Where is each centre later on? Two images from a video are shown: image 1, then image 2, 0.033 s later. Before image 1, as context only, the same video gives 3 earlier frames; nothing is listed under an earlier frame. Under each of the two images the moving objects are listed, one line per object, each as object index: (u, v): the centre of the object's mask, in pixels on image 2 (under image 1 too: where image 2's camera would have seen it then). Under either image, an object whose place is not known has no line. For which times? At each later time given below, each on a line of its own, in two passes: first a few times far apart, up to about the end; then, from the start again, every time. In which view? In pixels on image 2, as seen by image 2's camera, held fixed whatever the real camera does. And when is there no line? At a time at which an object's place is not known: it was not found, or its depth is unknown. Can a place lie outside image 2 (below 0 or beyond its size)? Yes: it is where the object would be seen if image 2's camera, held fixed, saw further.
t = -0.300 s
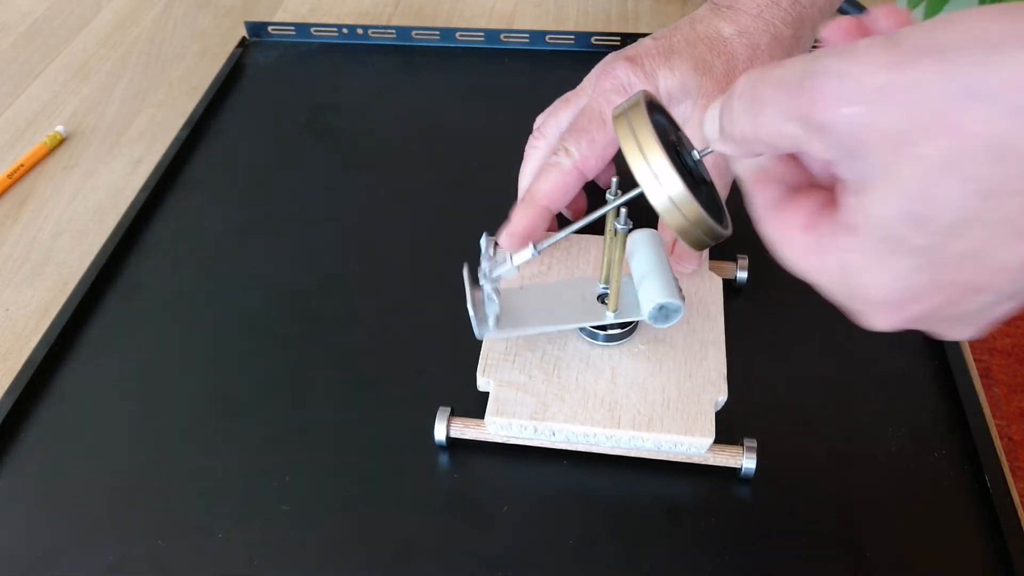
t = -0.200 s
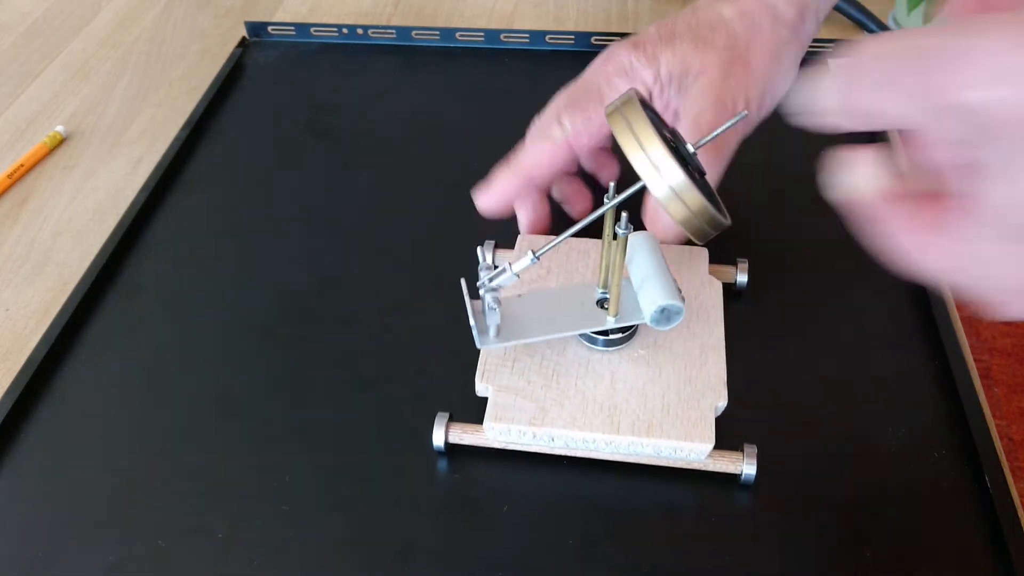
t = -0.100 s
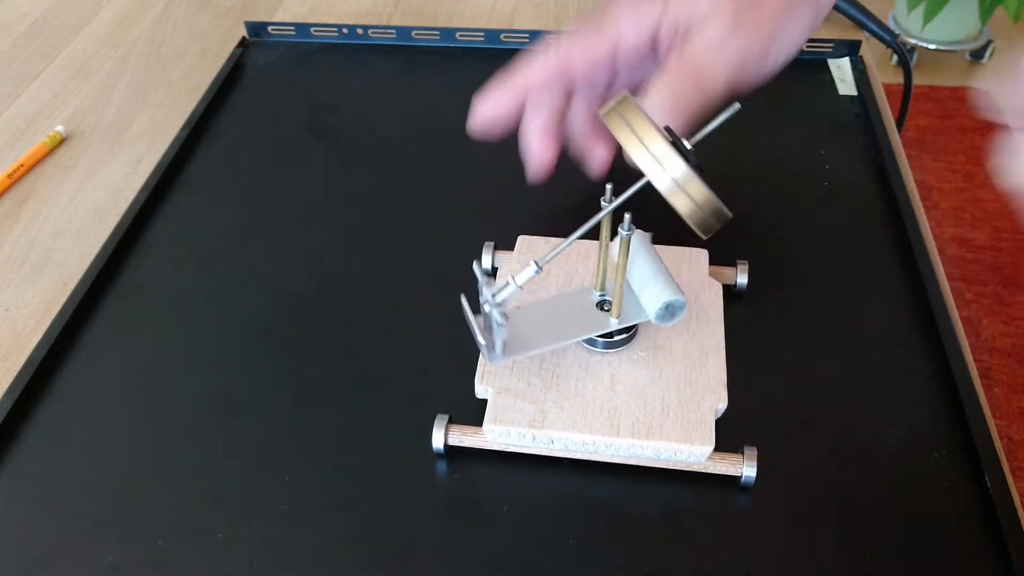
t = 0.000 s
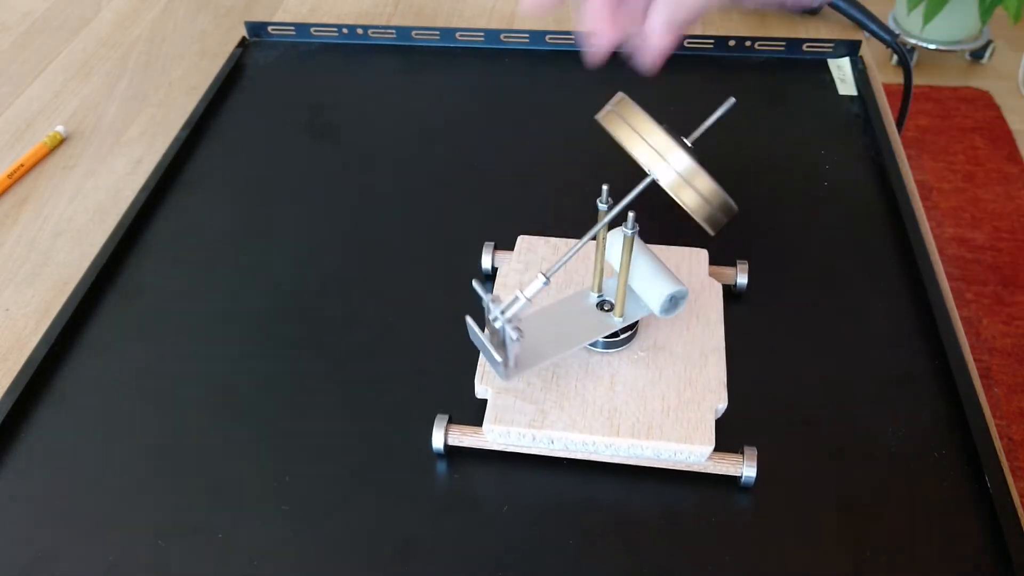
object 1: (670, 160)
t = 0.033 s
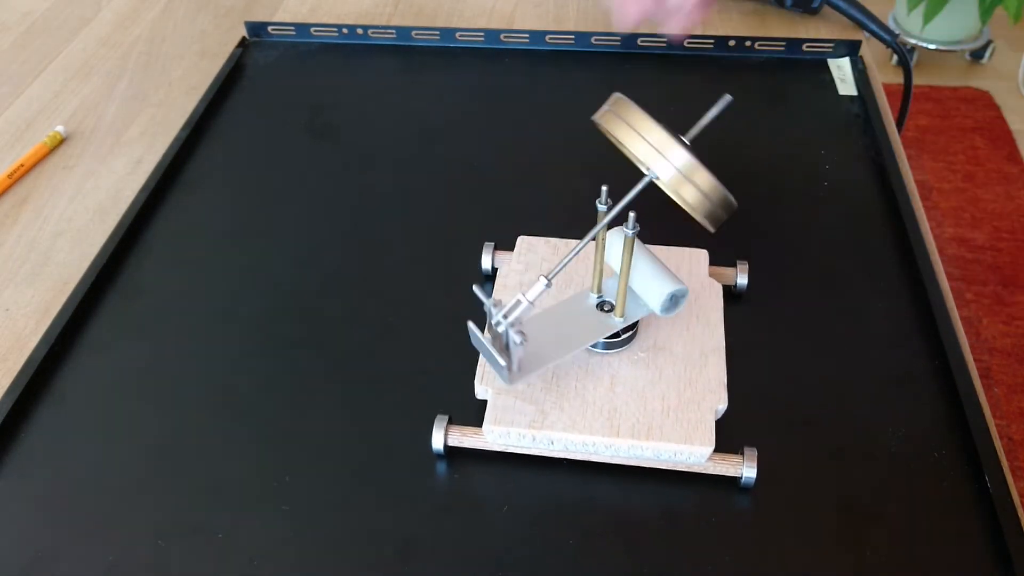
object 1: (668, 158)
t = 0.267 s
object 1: (651, 147)
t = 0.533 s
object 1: (635, 142)
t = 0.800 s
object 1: (615, 140)
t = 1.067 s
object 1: (593, 142)
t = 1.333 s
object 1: (581, 152)
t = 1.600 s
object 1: (572, 167)
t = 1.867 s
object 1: (572, 179)
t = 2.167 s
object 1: (581, 191)
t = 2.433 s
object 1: (592, 200)
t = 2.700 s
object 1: (611, 206)
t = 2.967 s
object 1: (634, 205)
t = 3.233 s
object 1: (650, 199)
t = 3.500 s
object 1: (660, 190)
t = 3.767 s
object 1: (668, 176)
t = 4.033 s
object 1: (666, 161)
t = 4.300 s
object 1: (655, 147)
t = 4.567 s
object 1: (635, 140)
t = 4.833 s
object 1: (611, 138)
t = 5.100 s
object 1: (589, 142)
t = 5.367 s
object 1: (576, 155)
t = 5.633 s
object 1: (573, 170)
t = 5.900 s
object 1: (582, 185)
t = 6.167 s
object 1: (595, 195)
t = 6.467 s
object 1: (618, 200)
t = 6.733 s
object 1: (641, 197)
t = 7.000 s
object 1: (654, 189)
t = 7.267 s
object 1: (662, 177)
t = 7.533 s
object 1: (661, 163)
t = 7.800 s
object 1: (651, 144)
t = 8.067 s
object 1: (629, 137)
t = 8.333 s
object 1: (603, 137)
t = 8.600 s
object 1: (582, 147)
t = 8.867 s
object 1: (577, 164)
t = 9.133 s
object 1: (584, 179)
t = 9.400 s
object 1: (597, 190)
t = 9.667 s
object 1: (619, 195)
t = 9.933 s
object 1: (642, 192)
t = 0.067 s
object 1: (665, 156)
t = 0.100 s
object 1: (662, 153)
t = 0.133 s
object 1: (659, 151)
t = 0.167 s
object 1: (656, 149)
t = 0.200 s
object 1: (654, 149)
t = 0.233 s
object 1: (652, 148)
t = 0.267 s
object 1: (651, 147)
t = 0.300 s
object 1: (650, 147)
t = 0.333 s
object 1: (650, 147)
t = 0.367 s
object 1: (649, 146)
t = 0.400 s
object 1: (647, 145)
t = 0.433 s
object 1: (644, 144)
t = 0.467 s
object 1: (641, 143)
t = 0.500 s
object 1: (638, 142)
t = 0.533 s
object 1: (635, 142)
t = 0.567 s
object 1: (631, 141)
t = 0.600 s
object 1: (628, 140)
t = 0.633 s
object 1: (624, 140)
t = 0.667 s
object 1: (622, 140)
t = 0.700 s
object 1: (620, 140)
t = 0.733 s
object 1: (618, 140)
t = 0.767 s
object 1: (617, 140)
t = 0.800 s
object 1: (615, 140)
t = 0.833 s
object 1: (613, 139)
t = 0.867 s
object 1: (611, 139)
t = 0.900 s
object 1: (609, 140)
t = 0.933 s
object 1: (606, 140)
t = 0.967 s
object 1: (603, 140)
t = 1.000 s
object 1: (599, 141)
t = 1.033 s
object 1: (596, 141)
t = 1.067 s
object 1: (593, 142)
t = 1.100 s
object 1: (589, 143)
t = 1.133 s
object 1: (587, 144)
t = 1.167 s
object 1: (586, 148)
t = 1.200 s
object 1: (585, 148)
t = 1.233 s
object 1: (585, 149)
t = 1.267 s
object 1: (583, 150)
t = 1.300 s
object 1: (582, 151)
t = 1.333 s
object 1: (581, 152)
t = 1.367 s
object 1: (579, 154)
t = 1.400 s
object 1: (578, 156)
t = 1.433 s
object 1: (577, 158)
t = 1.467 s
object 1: (575, 160)
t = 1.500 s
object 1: (574, 162)
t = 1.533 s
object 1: (573, 164)
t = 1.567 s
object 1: (572, 166)
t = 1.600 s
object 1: (572, 167)
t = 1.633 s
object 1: (572, 168)
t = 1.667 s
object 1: (572, 169)
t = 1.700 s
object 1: (572, 171)
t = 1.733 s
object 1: (572, 172)
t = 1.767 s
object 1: (572, 173)
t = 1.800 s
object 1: (572, 175)
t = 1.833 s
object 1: (572, 177)
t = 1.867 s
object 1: (572, 179)
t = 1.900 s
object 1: (573, 181)
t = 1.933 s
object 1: (574, 183)
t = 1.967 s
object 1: (574, 184)
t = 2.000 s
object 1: (575, 185)
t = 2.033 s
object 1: (576, 186)
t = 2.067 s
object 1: (577, 187)
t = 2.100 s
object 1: (578, 189)
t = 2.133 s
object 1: (579, 190)
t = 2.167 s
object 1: (581, 191)
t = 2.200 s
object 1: (582, 193)
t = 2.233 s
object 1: (582, 194)
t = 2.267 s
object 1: (584, 195)
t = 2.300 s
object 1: (586, 196)
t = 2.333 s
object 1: (587, 197)
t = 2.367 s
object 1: (589, 198)
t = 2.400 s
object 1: (591, 199)
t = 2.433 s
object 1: (592, 200)
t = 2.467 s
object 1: (594, 201)
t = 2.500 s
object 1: (596, 201)
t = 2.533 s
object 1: (600, 204)
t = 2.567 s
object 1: (601, 203)
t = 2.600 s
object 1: (603, 204)
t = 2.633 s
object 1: (605, 205)
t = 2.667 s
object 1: (608, 205)
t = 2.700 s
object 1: (611, 206)
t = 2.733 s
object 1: (614, 206)
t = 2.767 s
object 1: (617, 206)
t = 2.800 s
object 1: (620, 206)
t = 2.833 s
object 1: (622, 206)
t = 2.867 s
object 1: (625, 206)
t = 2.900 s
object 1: (628, 206)
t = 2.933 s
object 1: (631, 206)
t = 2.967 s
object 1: (634, 205)
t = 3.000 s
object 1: (636, 204)
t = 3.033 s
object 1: (638, 204)
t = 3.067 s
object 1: (640, 203)
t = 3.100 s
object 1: (642, 202)
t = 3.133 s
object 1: (644, 202)
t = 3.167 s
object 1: (646, 201)
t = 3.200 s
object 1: (648, 200)
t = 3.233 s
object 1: (650, 199)
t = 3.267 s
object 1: (652, 198)
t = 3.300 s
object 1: (653, 197)
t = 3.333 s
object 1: (655, 195)
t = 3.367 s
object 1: (655, 194)
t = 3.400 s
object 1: (657, 193)
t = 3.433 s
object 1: (658, 192)
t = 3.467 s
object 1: (659, 191)
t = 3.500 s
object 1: (660, 190)
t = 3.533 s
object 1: (661, 188)
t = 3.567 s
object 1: (664, 187)
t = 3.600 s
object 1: (665, 185)
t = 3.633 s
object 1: (666, 183)
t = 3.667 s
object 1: (667, 181)
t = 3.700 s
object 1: (667, 179)
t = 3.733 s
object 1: (667, 178)
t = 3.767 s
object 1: (668, 176)
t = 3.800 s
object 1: (668, 174)
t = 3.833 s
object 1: (668, 173)
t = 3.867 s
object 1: (668, 171)
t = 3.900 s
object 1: (668, 170)
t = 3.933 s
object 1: (668, 168)
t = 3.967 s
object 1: (668, 166)
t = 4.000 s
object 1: (667, 163)
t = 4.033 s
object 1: (666, 161)
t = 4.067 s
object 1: (665, 159)
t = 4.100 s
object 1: (665, 157)
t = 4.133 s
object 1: (664, 154)
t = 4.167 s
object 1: (663, 153)
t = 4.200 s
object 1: (661, 151)
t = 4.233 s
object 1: (659, 150)
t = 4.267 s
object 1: (657, 149)
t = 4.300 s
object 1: (655, 147)
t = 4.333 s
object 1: (652, 146)
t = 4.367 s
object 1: (650, 145)
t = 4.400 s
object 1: (647, 144)
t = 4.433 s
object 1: (645, 143)
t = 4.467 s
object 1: (642, 142)
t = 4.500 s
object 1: (640, 141)
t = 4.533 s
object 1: (637, 140)
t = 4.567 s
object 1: (635, 140)
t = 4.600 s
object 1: (632, 139)
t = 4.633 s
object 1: (629, 138)
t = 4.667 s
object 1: (626, 139)
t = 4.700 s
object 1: (623, 138)
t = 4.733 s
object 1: (620, 137)
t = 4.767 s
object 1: (617, 137)
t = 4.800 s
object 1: (614, 138)
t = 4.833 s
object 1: (611, 138)
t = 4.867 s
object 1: (608, 138)
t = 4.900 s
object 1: (605, 138)
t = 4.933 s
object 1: (603, 139)
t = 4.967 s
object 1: (599, 139)
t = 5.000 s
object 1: (597, 140)
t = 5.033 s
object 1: (594, 141)
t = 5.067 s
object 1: (591, 141)
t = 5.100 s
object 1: (589, 142)
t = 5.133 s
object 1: (587, 143)
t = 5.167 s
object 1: (585, 144)
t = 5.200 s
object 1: (583, 145)
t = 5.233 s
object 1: (580, 146)
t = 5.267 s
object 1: (578, 149)
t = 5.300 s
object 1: (581, 156)
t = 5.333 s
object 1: (576, 153)
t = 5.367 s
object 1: (576, 155)
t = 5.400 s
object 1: (574, 157)
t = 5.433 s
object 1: (574, 160)
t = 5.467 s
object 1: (573, 161)
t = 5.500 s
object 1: (573, 163)
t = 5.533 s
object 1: (573, 165)
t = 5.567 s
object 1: (573, 167)
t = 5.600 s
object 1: (573, 169)
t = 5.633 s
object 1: (573, 170)
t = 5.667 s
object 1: (574, 172)
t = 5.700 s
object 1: (574, 174)
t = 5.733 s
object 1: (575, 176)
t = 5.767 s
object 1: (575, 178)
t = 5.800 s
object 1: (578, 180)
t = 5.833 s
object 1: (579, 182)
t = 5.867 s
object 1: (581, 183)
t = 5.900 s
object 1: (582, 185)
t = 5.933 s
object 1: (583, 186)
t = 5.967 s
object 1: (584, 188)
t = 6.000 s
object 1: (585, 189)
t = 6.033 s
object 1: (587, 191)
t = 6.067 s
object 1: (588, 192)
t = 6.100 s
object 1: (590, 193)
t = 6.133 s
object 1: (593, 194)
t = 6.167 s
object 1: (595, 195)
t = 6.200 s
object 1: (597, 196)
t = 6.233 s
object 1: (599, 197)
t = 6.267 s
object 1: (601, 197)
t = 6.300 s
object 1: (603, 198)
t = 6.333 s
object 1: (606, 199)
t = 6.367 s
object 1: (608, 199)
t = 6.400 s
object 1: (611, 200)
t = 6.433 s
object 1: (615, 200)
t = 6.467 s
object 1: (618, 200)
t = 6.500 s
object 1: (622, 201)
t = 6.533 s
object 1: (625, 200)
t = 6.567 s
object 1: (628, 200)
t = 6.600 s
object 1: (631, 199)
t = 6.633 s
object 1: (633, 199)
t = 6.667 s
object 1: (636, 199)
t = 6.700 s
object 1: (638, 198)
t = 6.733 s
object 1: (641, 197)
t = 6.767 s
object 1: (643, 196)
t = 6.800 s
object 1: (645, 196)
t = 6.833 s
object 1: (647, 195)
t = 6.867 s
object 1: (648, 194)
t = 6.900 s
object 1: (650, 193)
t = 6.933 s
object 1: (652, 191)
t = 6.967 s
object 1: (652, 190)
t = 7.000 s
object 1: (654, 189)
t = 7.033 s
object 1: (655, 188)
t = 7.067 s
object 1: (657, 186)
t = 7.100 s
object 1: (658, 185)
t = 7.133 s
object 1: (659, 183)
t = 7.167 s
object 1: (660, 182)
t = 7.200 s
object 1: (661, 180)
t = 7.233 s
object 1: (661, 178)
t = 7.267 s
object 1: (662, 177)
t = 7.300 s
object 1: (662, 175)
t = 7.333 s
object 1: (662, 173)
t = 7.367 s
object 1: (663, 172)
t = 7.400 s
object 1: (662, 170)
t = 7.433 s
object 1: (662, 168)
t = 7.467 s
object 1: (662, 167)
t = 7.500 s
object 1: (662, 165)
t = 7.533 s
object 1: (661, 163)
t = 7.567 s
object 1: (661, 161)
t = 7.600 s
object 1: (660, 158)
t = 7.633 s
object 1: (659, 155)
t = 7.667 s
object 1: (660, 150)
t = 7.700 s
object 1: (658, 149)
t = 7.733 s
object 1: (656, 147)
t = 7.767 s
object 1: (653, 146)
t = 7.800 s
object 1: (651, 144)
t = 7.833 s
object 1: (649, 142)
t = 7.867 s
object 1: (646, 141)
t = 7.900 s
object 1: (643, 140)
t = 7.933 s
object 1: (641, 139)
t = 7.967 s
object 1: (638, 139)
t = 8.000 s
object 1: (635, 138)
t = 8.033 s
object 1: (632, 137)
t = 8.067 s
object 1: (629, 137)
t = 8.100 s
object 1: (625, 137)
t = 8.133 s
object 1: (622, 136)
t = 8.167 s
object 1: (619, 136)
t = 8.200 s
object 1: (615, 136)
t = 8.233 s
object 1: (612, 136)
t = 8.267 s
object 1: (609, 136)
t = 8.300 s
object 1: (606, 137)
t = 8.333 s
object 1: (603, 137)
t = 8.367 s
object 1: (600, 138)
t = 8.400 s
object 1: (598, 139)
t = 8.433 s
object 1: (595, 139)
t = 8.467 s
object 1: (592, 140)
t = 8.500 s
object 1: (589, 141)
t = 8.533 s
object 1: (586, 143)
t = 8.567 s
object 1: (584, 144)
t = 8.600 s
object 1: (582, 147)
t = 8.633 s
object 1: (581, 149)
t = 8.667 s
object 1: (580, 151)
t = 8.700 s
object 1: (579, 154)
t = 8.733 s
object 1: (578, 156)
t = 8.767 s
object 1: (577, 158)
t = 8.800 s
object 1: (577, 160)
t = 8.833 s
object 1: (577, 162)
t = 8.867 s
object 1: (577, 164)
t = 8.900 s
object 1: (577, 166)
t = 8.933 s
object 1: (577, 168)
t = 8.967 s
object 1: (577, 170)
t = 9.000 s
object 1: (580, 173)
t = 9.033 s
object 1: (579, 174)
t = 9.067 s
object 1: (581, 176)
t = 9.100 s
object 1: (583, 178)
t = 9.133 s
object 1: (584, 179)
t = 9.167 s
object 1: (585, 181)
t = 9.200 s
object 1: (586, 183)
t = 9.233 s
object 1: (588, 184)
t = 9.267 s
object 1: (588, 185)
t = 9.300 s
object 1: (591, 187)
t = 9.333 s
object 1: (593, 188)
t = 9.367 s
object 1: (595, 189)
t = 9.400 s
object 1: (597, 190)
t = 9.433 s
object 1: (599, 191)
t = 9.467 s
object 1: (601, 192)
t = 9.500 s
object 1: (604, 193)
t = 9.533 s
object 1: (607, 193)
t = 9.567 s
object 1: (609, 194)
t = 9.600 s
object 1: (612, 195)
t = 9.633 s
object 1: (616, 195)
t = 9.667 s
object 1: (619, 195)
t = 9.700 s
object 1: (623, 195)
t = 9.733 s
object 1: (626, 195)
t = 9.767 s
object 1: (629, 195)
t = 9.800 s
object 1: (632, 195)
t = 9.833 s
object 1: (635, 194)
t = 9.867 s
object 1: (636, 194)
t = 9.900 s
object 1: (640, 193)
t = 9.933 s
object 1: (642, 192)
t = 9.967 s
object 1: (644, 191)
